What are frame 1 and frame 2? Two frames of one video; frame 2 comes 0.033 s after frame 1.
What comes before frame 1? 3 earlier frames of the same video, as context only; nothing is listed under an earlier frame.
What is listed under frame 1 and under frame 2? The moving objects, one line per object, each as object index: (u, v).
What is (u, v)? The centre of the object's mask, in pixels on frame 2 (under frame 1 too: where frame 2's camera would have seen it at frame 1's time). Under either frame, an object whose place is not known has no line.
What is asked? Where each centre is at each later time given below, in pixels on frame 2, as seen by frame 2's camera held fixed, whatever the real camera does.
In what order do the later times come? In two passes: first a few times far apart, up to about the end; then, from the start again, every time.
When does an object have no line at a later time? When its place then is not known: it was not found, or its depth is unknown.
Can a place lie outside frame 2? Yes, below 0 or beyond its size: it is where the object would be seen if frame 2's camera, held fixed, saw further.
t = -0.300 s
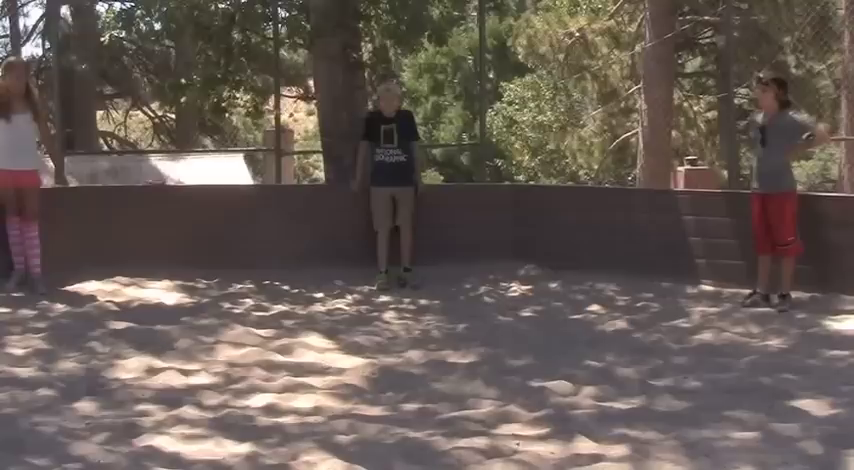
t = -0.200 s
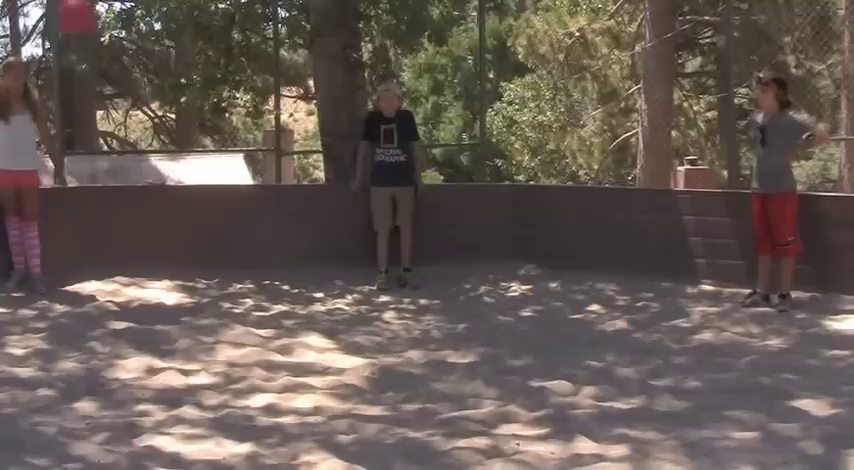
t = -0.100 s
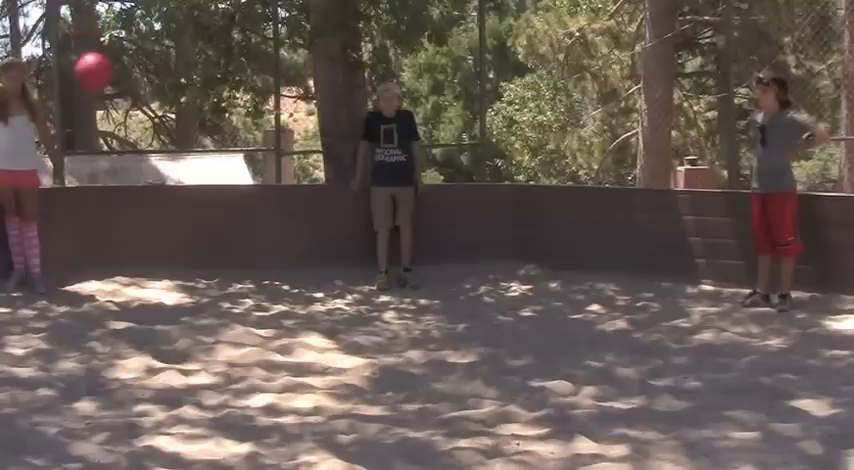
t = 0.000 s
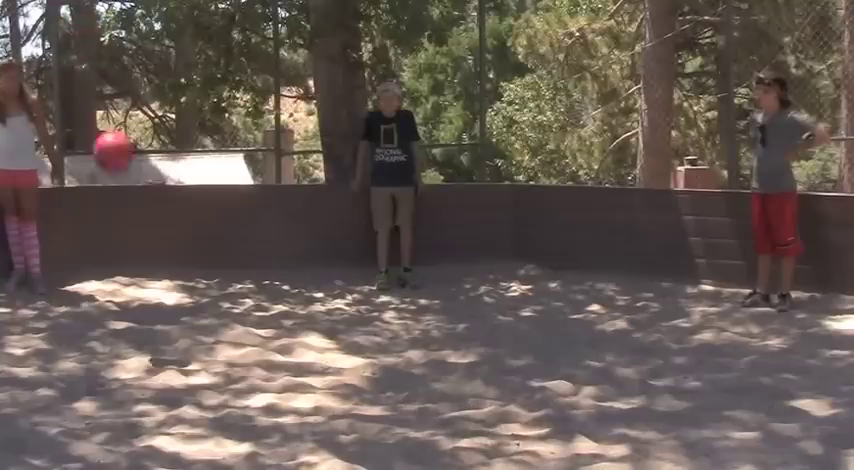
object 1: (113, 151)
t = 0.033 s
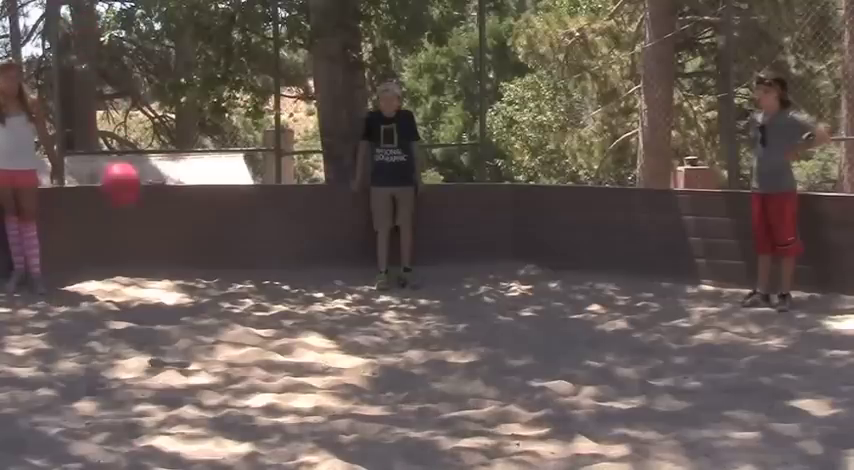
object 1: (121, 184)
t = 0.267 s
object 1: (164, 301)
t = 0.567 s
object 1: (204, 228)
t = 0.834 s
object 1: (247, 317)
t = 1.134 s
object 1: (263, 344)
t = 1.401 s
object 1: (271, 394)
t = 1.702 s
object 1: (270, 423)
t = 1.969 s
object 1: (259, 433)
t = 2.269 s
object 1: (247, 443)
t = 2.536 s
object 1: (240, 443)
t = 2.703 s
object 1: (237, 443)
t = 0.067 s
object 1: (128, 218)
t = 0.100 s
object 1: (135, 255)
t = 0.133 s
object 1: (143, 297)
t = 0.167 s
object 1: (152, 339)
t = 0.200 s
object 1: (156, 341)
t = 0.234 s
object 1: (160, 322)
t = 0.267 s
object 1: (164, 301)
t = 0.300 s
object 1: (168, 284)
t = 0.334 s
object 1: (171, 269)
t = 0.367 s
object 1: (176, 258)
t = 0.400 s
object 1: (181, 247)
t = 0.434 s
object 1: (186, 240)
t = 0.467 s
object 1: (190, 233)
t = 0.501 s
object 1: (195, 229)
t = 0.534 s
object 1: (200, 228)
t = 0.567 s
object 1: (204, 228)
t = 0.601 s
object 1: (210, 230)
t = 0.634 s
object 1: (215, 235)
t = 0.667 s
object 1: (219, 242)
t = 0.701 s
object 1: (225, 251)
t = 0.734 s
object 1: (230, 264)
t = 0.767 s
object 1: (235, 279)
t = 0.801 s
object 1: (241, 297)
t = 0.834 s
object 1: (247, 317)
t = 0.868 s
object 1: (252, 340)
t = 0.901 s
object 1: (258, 369)
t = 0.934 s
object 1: (260, 372)
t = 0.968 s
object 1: (261, 362)
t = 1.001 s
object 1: (262, 354)
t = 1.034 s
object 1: (262, 348)
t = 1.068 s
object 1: (263, 345)
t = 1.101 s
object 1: (263, 343)
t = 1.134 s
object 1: (263, 344)
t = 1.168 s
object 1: (264, 348)
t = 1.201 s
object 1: (264, 354)
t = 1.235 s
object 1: (265, 364)
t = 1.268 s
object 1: (266, 377)
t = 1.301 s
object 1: (267, 393)
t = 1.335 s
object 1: (267, 400)
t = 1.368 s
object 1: (269, 395)
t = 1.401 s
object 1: (271, 394)
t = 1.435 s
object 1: (273, 395)
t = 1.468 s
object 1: (274, 399)
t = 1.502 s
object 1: (276, 407)
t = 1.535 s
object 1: (278, 415)
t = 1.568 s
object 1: (277, 416)
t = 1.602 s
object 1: (275, 417)
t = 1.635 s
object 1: (274, 421)
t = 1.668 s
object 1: (273, 423)
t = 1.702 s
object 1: (270, 423)
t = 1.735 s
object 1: (267, 425)
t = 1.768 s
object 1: (266, 425)
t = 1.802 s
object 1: (264, 425)
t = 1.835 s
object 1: (263, 426)
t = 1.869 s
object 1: (261, 428)
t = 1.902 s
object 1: (261, 430)
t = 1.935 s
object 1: (259, 432)
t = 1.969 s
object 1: (259, 433)
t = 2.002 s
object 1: (259, 435)
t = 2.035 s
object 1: (258, 436)
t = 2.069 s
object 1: (256, 437)
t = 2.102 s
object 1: (255, 439)
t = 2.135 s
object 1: (253, 441)
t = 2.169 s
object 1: (250, 442)
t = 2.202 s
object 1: (249, 443)
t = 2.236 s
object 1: (248, 443)
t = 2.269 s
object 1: (247, 443)
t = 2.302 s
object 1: (246, 443)
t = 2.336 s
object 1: (244, 443)
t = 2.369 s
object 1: (244, 443)
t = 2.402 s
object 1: (242, 444)
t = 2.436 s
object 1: (241, 444)
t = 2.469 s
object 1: (241, 444)
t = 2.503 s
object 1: (241, 444)
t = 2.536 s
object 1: (240, 443)
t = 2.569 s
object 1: (238, 443)
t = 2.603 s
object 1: (238, 444)
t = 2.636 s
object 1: (237, 443)
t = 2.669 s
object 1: (237, 443)
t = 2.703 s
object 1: (237, 443)
